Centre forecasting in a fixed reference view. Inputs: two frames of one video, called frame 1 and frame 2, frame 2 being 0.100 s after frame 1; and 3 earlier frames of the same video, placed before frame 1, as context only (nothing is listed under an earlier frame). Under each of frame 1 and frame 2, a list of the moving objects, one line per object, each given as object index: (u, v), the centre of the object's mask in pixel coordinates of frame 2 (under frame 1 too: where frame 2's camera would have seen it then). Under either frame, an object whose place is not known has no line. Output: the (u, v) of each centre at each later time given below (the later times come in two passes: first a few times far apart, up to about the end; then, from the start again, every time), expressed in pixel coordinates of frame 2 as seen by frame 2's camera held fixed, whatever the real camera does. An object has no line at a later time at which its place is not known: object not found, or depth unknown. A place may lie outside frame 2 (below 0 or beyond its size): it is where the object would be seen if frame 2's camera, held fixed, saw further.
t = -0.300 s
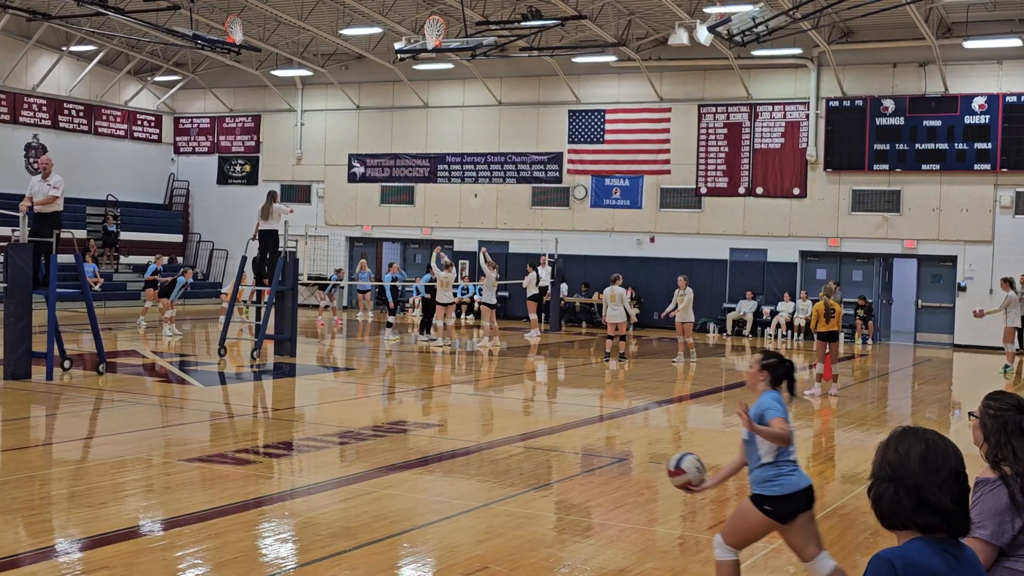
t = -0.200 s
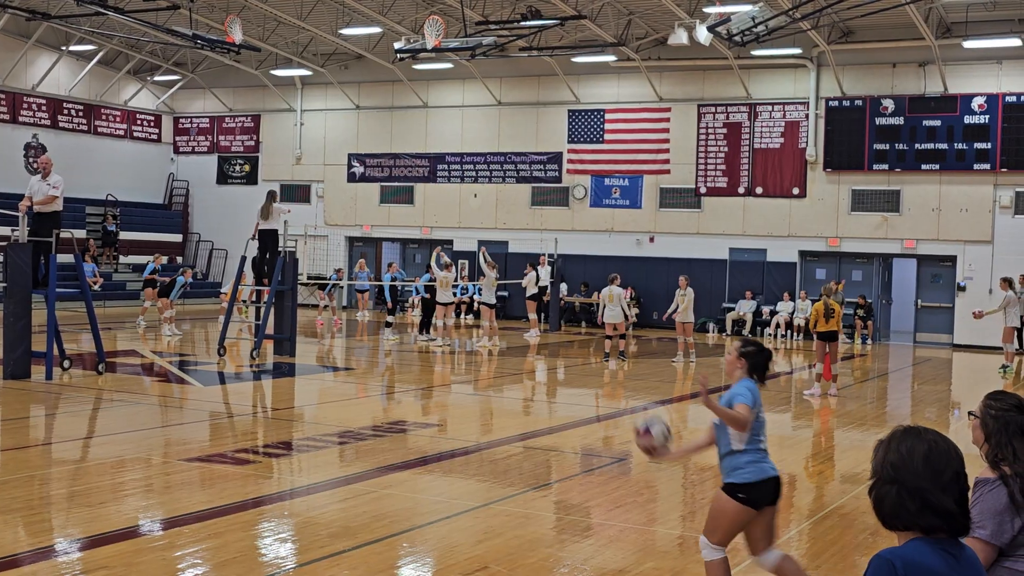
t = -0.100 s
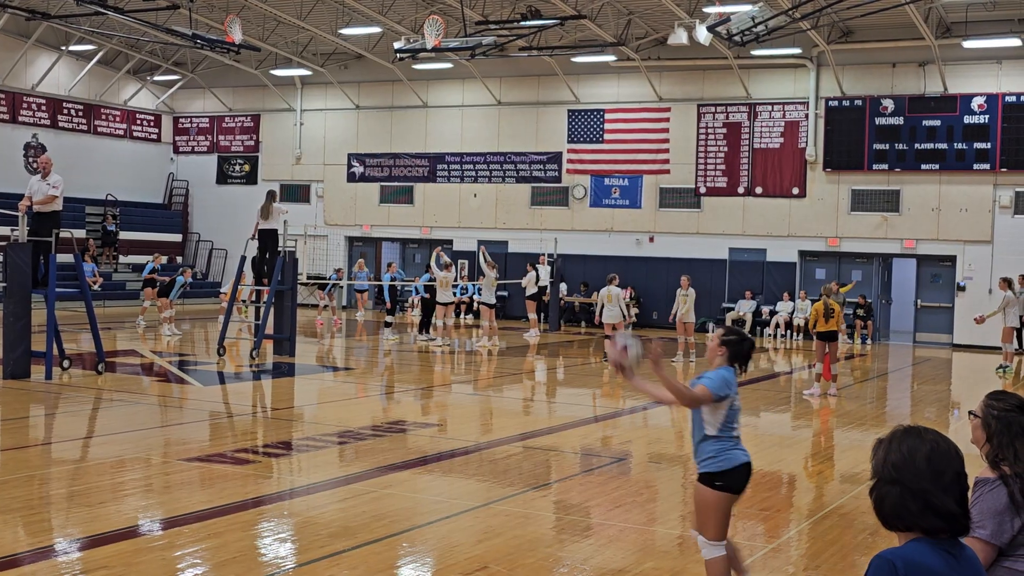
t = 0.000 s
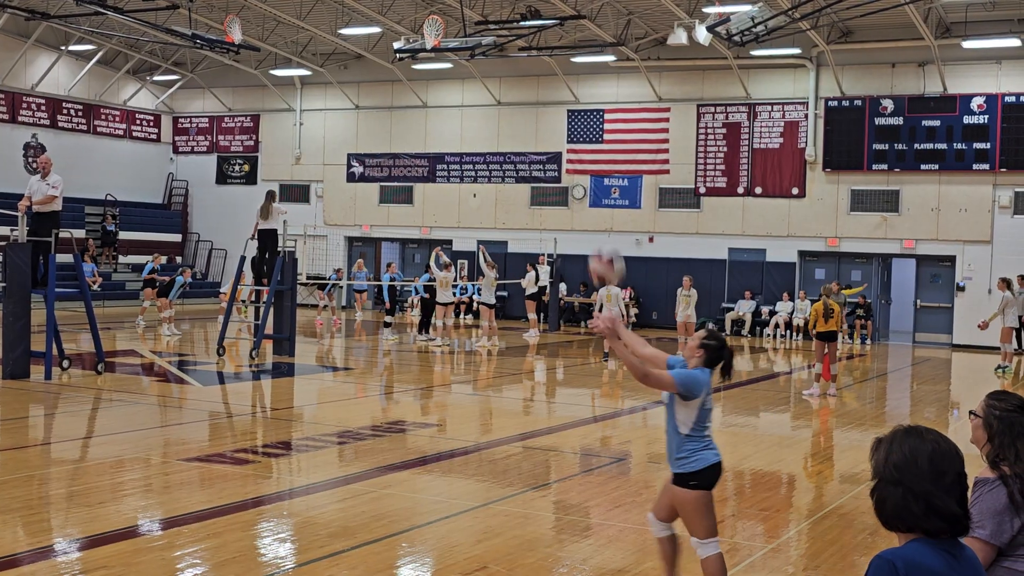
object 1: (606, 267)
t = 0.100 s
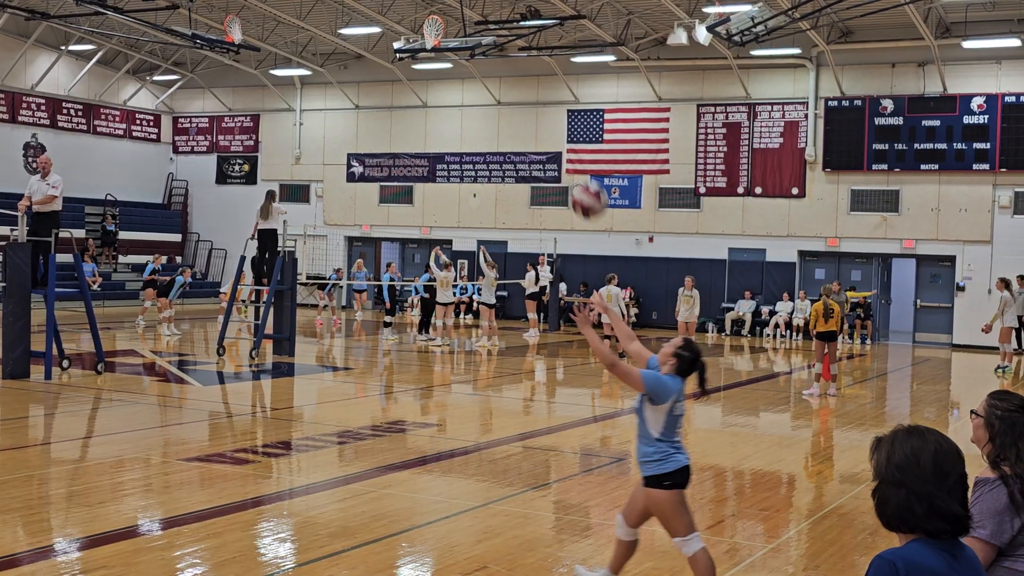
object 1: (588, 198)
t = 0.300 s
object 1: (556, 121)
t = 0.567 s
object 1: (513, 125)
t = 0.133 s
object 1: (584, 182)
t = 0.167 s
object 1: (578, 165)
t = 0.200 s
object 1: (573, 152)
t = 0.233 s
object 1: (567, 140)
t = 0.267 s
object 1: (561, 130)
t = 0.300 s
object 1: (556, 121)
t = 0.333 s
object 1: (549, 115)
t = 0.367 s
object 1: (543, 111)
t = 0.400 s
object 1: (538, 108)
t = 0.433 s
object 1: (532, 108)
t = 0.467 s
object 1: (526, 109)
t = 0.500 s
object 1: (520, 112)
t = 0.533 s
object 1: (514, 117)
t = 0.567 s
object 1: (513, 125)
